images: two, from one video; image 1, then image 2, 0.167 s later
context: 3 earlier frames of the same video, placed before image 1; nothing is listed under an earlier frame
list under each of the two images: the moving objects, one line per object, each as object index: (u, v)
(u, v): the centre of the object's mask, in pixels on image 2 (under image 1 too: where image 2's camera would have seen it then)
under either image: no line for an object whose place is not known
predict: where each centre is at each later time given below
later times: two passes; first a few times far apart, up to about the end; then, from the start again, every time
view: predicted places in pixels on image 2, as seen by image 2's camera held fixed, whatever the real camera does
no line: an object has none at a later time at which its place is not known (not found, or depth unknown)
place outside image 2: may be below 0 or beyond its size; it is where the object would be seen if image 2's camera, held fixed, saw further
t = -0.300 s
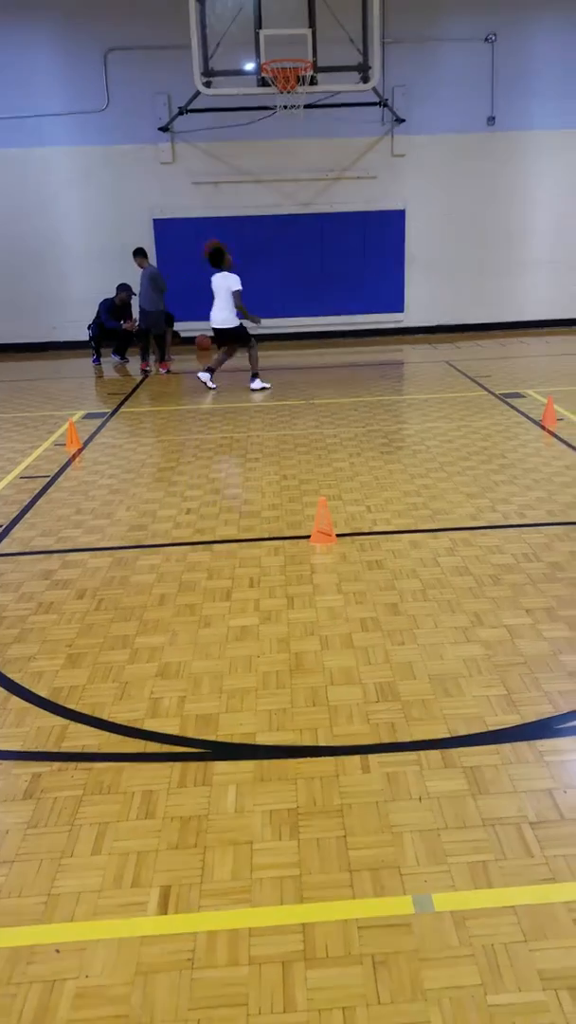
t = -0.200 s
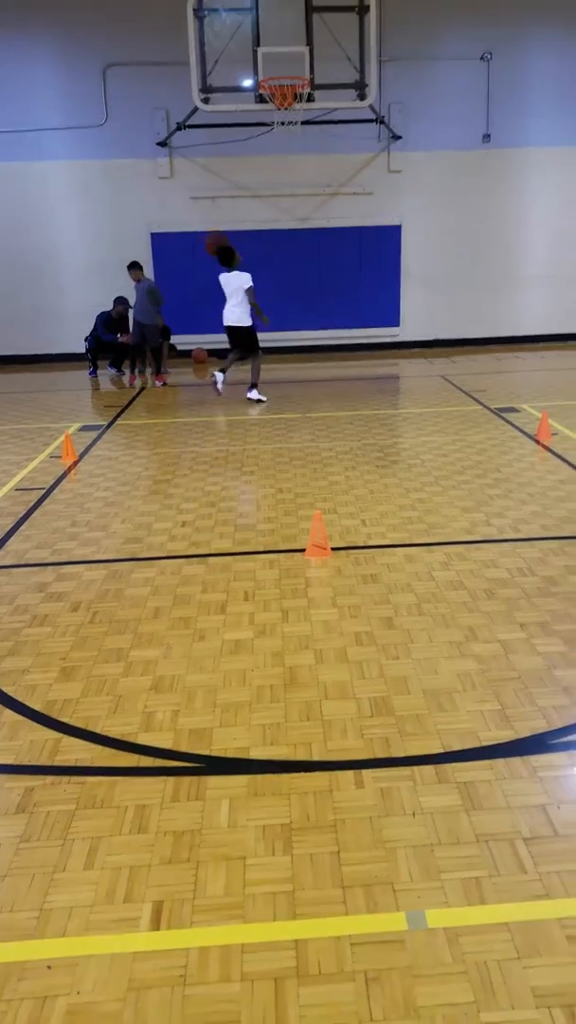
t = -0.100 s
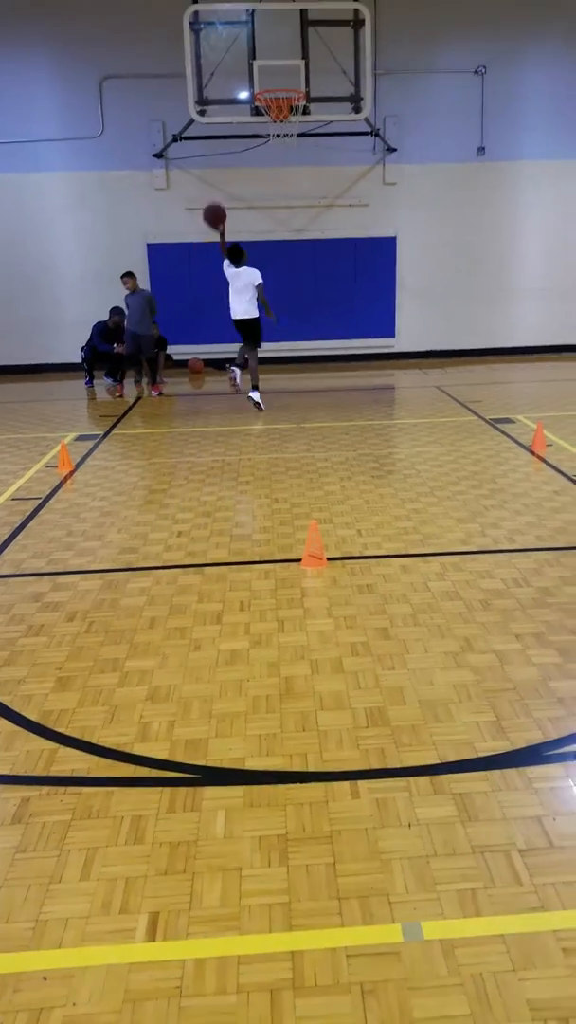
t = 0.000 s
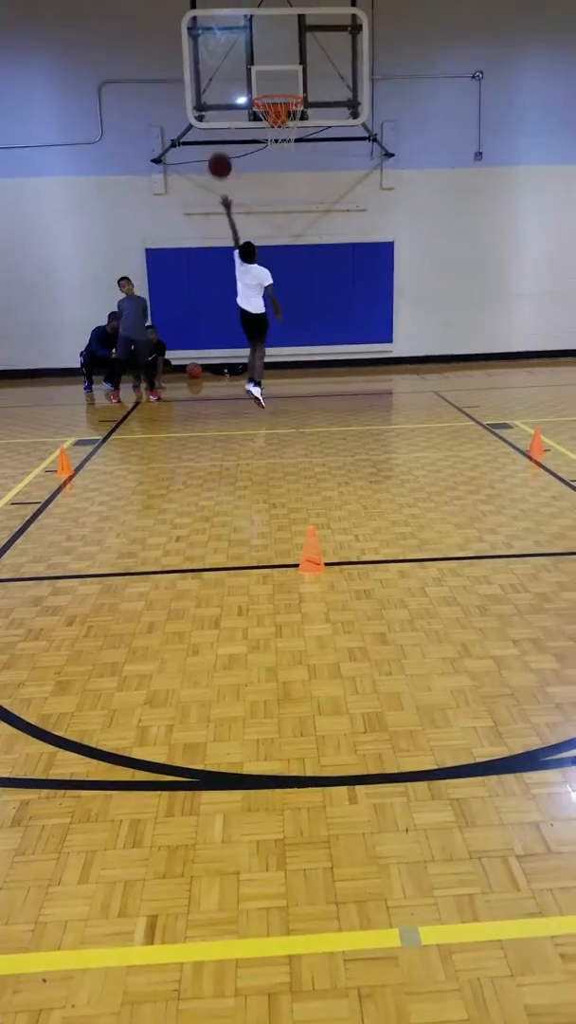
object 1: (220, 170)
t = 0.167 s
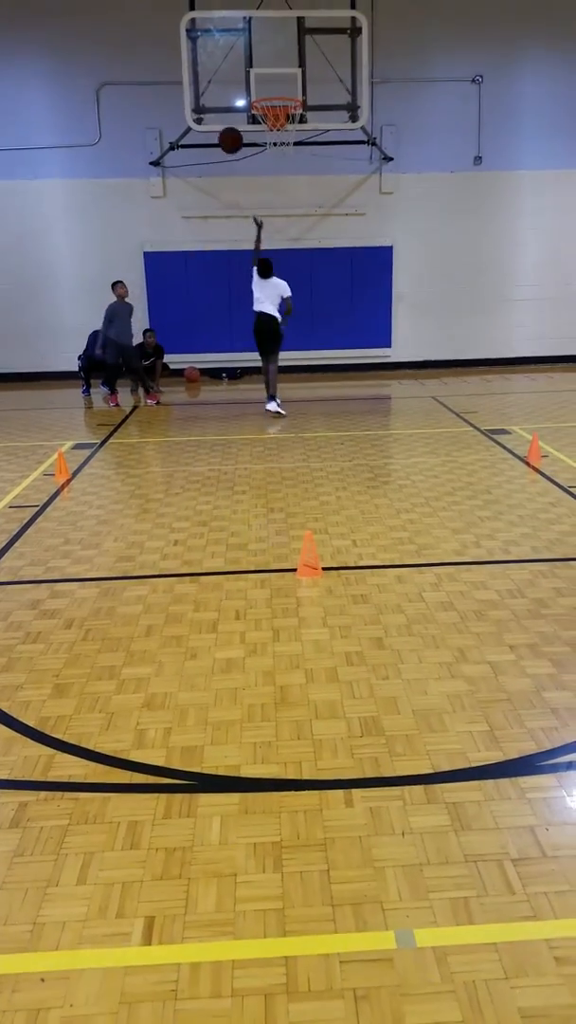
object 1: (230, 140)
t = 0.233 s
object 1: (235, 148)
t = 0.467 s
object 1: (254, 226)
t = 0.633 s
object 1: (271, 326)
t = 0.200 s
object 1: (232, 143)
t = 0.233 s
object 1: (235, 148)
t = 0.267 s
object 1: (237, 156)
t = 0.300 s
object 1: (239, 163)
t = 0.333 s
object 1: (242, 172)
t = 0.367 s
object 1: (245, 183)
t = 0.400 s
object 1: (248, 195)
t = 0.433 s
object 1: (251, 210)
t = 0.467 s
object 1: (254, 226)
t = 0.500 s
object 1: (257, 243)
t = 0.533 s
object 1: (260, 262)
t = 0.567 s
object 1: (263, 282)
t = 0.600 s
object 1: (267, 303)
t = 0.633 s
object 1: (271, 326)
